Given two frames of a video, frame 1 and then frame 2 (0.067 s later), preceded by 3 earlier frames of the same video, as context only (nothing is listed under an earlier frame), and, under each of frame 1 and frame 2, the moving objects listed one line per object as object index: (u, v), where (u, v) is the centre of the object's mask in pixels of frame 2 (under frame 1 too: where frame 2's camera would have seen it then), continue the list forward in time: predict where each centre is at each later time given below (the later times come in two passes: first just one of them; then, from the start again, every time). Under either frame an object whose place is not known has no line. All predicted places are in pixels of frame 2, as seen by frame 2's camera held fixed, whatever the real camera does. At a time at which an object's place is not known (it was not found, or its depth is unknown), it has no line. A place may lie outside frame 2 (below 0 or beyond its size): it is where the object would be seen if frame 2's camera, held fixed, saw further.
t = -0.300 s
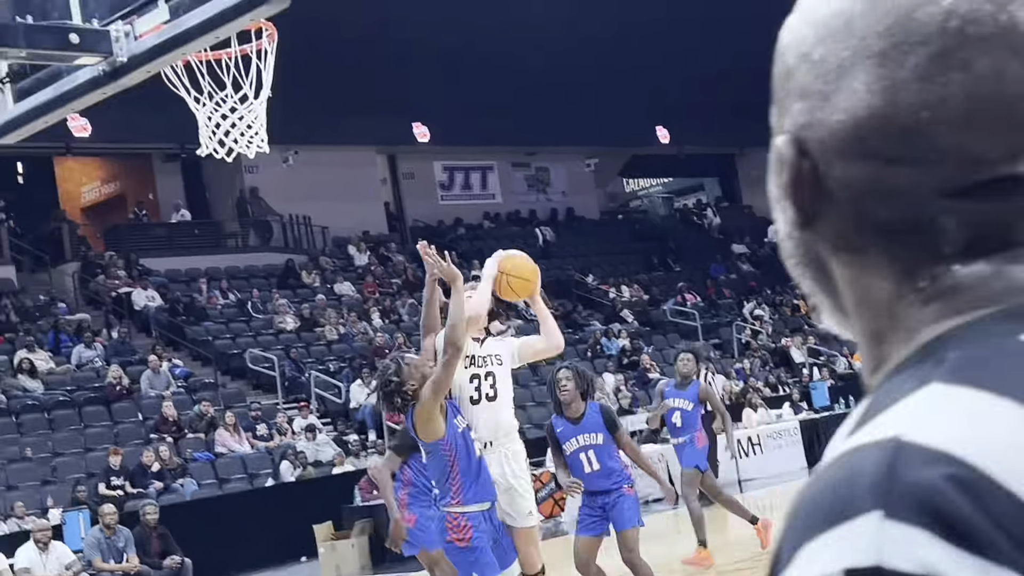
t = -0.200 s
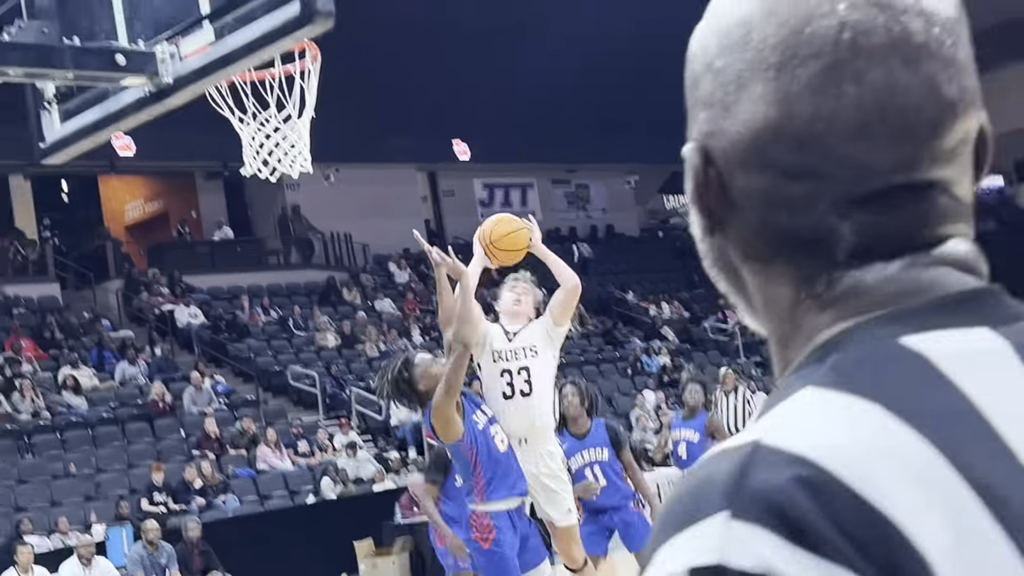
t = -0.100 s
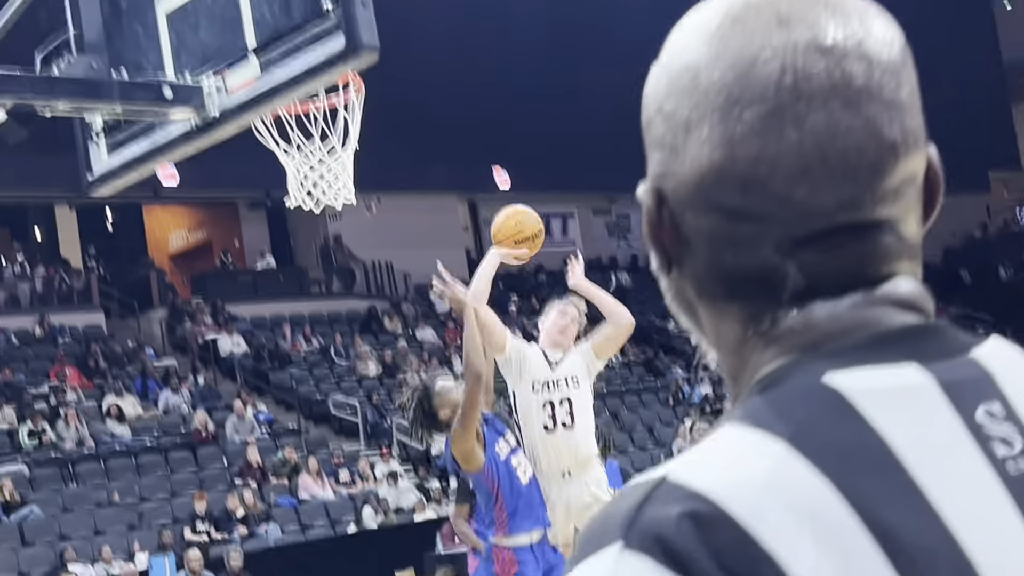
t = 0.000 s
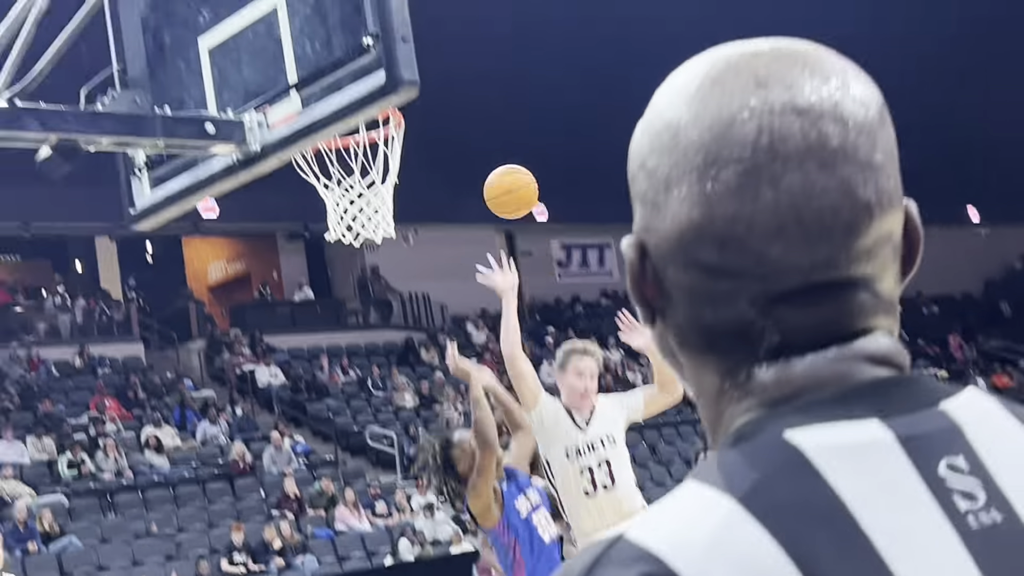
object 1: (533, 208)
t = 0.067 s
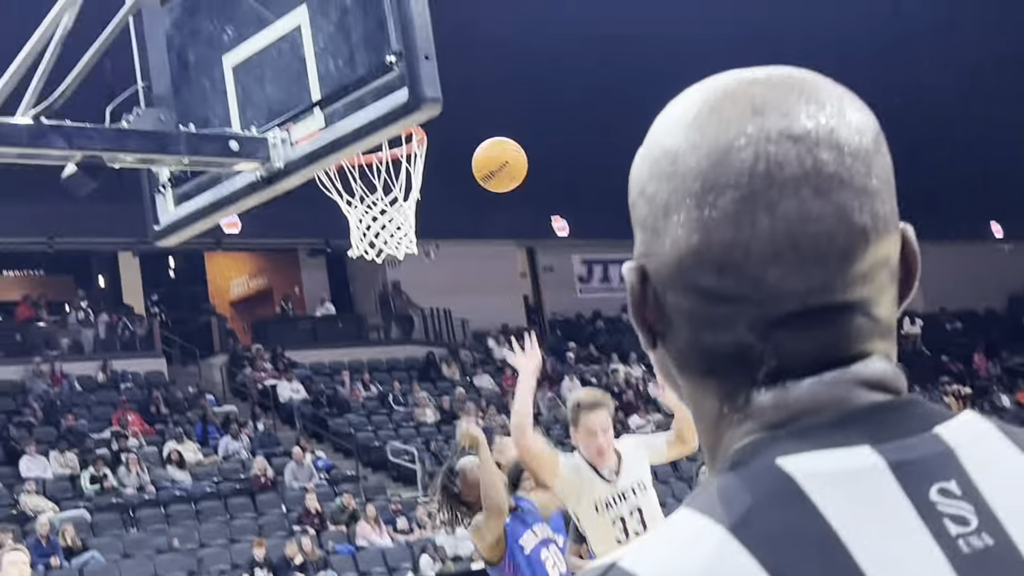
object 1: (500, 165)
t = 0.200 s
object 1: (448, 109)
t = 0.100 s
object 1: (484, 146)
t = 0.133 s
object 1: (467, 130)
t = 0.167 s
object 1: (455, 118)
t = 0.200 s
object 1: (448, 109)
